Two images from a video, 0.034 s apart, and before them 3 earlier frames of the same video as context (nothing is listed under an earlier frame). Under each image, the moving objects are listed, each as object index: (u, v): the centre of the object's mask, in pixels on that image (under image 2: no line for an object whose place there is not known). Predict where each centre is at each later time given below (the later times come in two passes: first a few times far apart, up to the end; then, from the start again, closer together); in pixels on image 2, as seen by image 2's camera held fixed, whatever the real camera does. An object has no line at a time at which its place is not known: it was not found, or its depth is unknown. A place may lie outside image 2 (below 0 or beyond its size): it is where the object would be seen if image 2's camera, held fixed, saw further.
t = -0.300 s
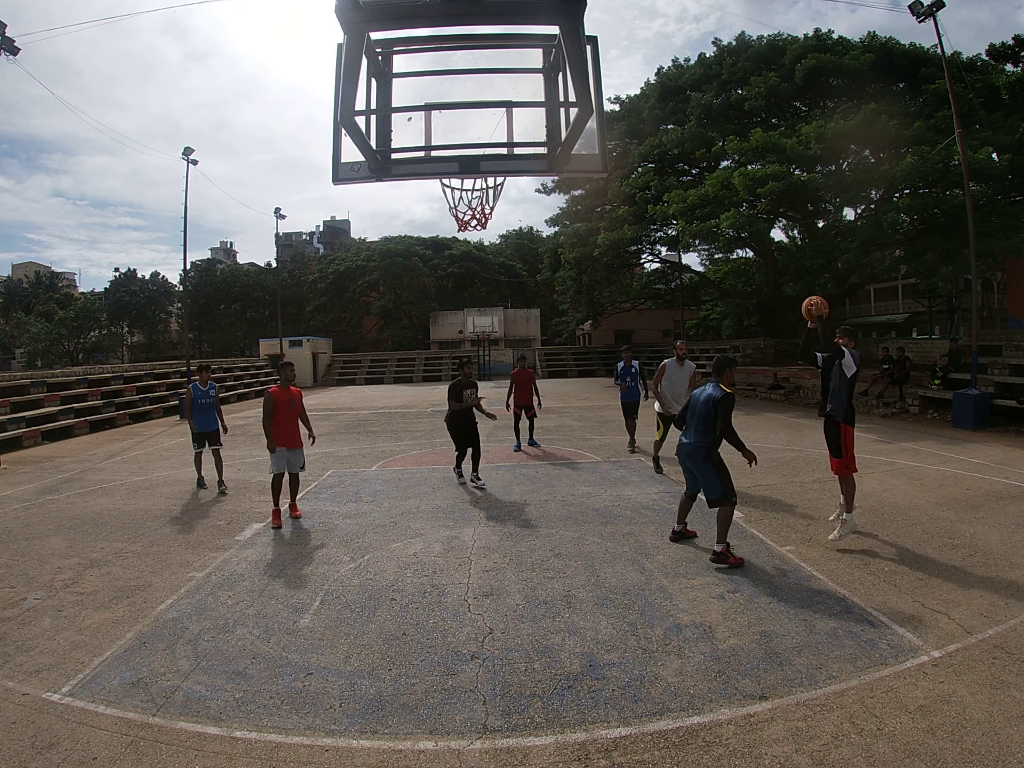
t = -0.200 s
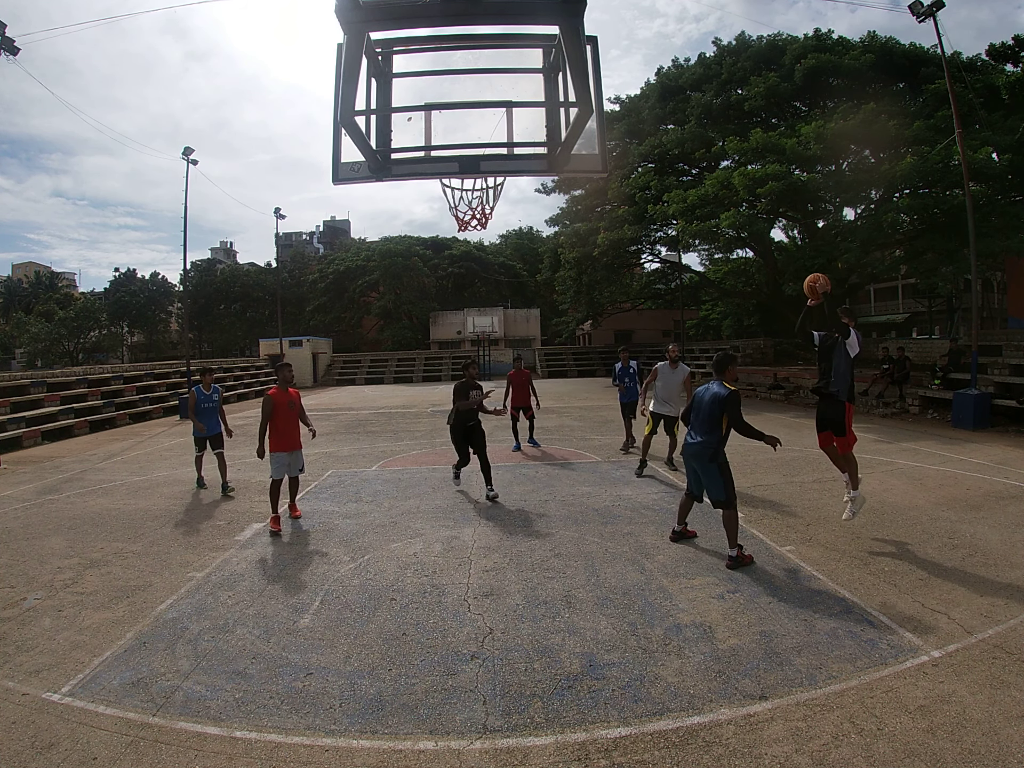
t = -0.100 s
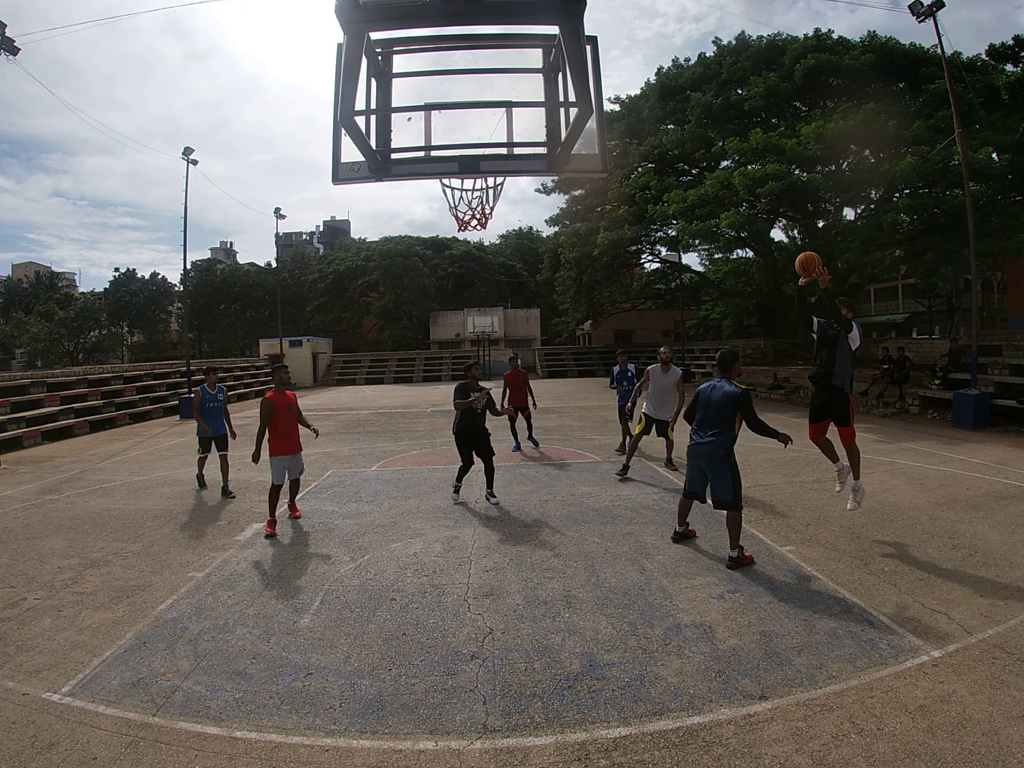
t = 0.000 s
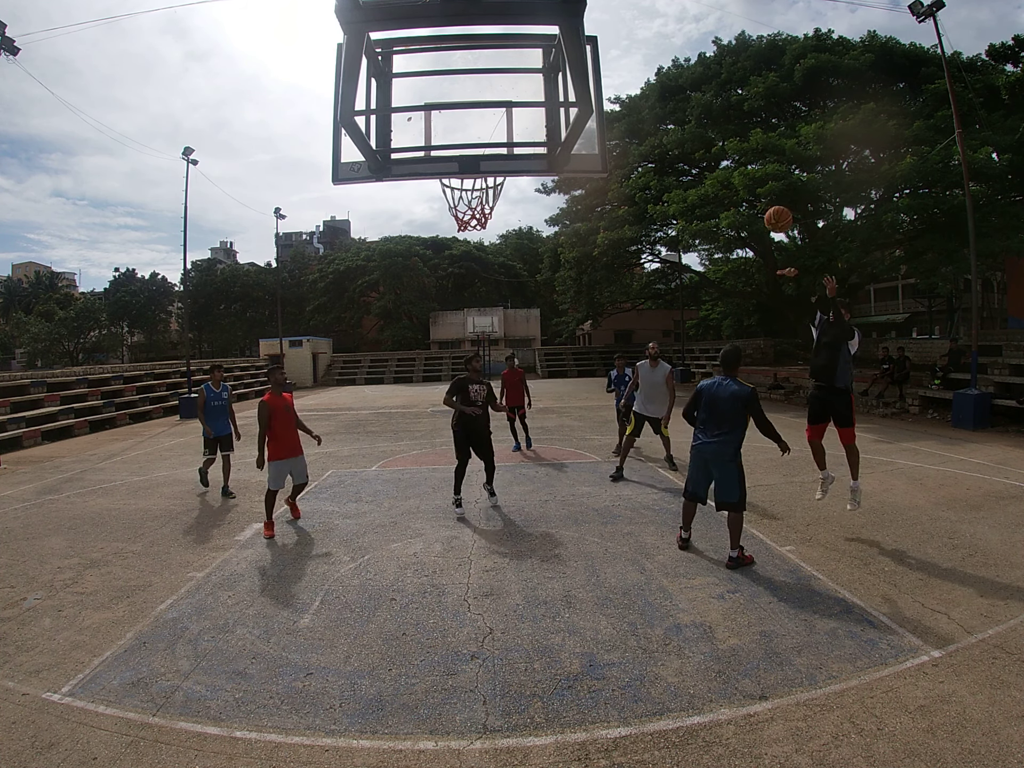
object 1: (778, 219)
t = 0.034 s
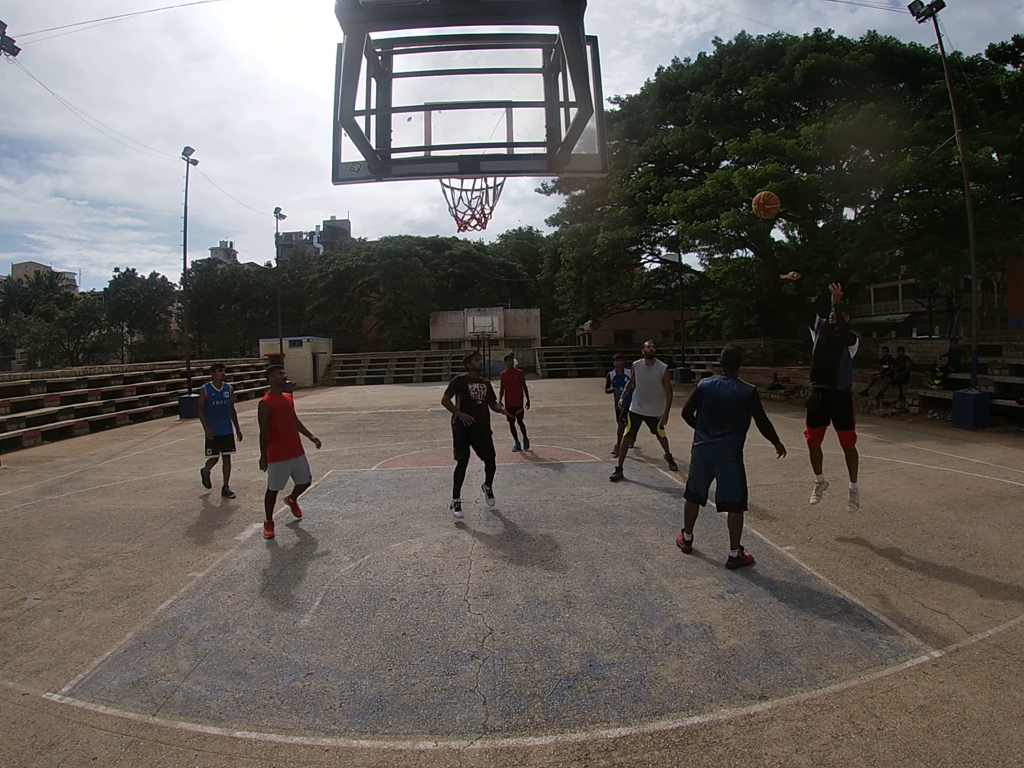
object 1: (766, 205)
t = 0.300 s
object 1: (659, 125)
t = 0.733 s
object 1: (462, 183)
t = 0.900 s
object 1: (491, 223)
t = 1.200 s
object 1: (525, 290)
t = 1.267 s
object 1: (534, 321)
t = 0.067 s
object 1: (753, 191)
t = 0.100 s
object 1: (741, 178)
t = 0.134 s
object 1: (727, 167)
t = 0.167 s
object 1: (714, 156)
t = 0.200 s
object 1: (701, 147)
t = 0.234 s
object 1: (687, 139)
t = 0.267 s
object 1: (674, 132)
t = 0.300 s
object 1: (659, 125)
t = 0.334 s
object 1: (646, 121)
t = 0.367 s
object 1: (632, 118)
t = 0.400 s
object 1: (618, 115)
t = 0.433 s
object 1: (610, 113)
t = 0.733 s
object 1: (462, 183)
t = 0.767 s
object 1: (461, 190)
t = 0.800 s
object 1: (470, 204)
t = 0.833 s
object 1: (480, 218)
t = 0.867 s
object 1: (487, 221)
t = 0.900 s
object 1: (491, 223)
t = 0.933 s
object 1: (495, 224)
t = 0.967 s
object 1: (498, 228)
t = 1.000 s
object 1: (502, 232)
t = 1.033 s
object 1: (506, 237)
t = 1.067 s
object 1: (510, 245)
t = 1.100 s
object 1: (513, 254)
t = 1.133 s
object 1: (517, 265)
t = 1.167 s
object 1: (521, 277)
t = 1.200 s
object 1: (525, 290)
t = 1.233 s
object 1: (529, 305)
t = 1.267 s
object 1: (534, 321)
